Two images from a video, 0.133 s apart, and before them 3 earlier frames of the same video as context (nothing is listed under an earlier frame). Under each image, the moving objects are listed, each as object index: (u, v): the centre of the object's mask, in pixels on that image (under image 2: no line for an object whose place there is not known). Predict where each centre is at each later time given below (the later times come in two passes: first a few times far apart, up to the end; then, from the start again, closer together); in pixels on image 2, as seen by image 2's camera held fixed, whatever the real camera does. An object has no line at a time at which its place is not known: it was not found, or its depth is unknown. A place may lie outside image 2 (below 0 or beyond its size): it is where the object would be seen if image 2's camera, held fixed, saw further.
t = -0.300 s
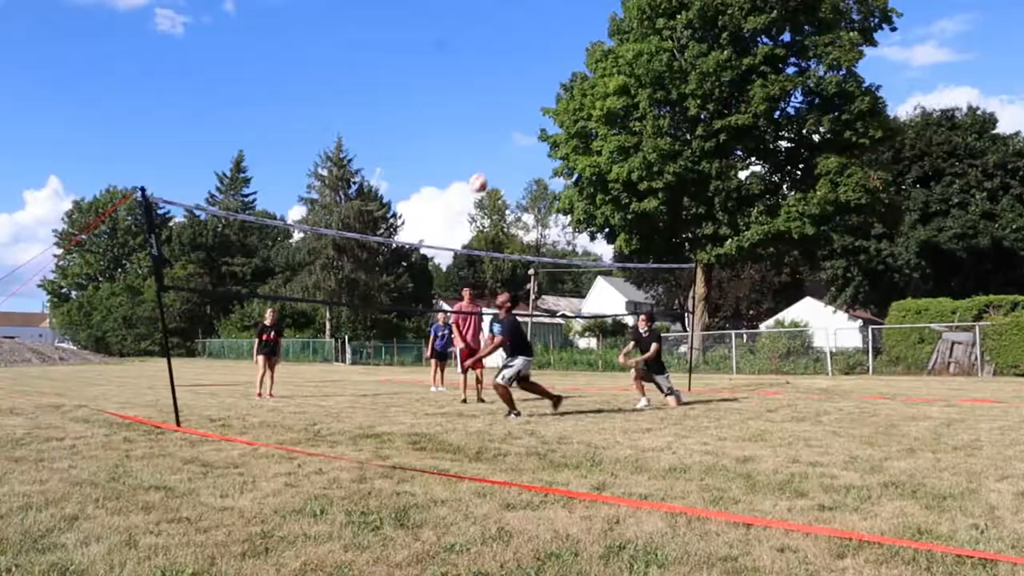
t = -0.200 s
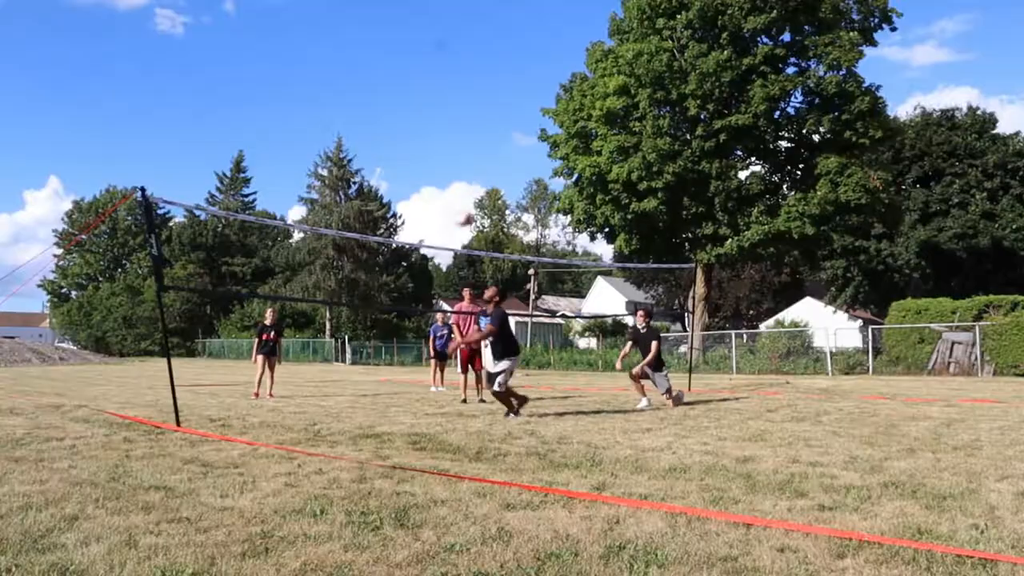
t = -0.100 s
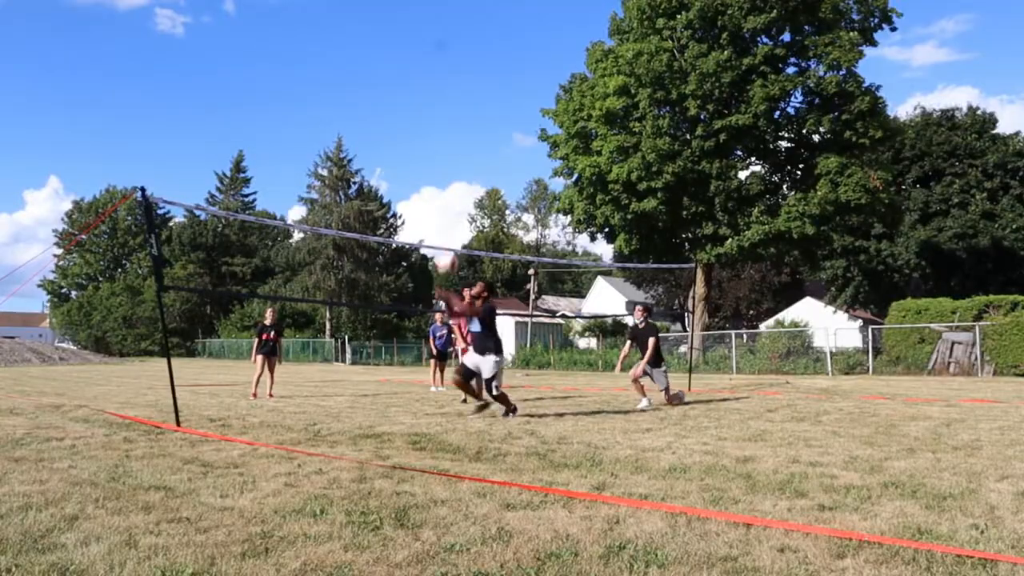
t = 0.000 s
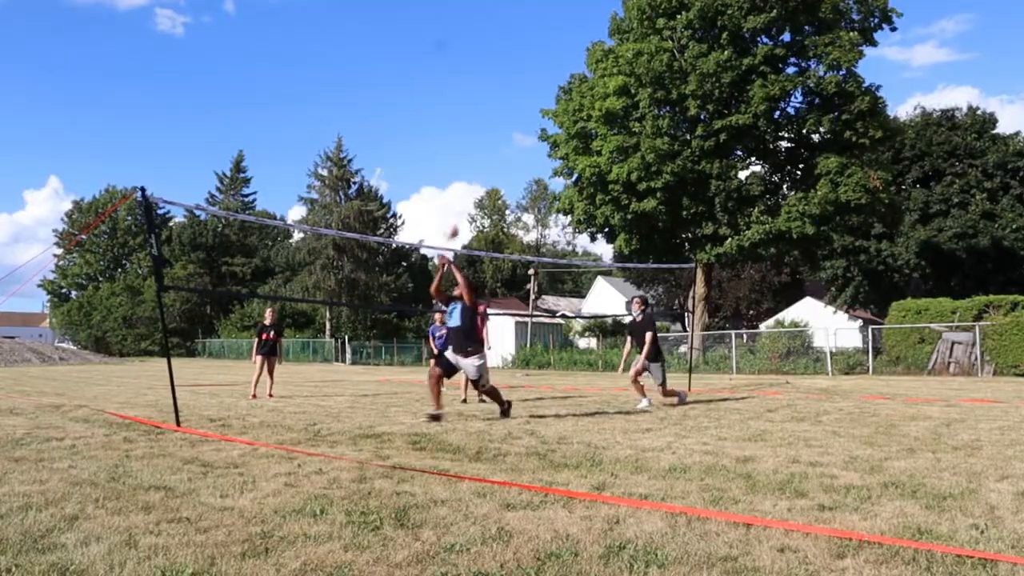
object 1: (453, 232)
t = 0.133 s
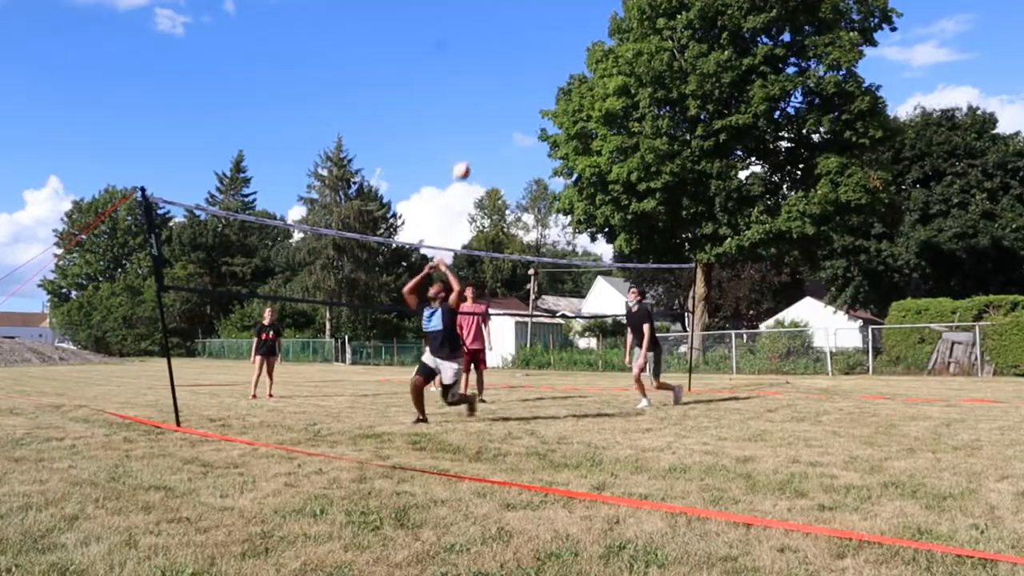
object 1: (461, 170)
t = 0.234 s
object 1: (469, 141)
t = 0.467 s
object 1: (487, 109)
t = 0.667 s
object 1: (500, 115)
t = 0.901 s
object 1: (514, 151)
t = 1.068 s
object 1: (524, 191)
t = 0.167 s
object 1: (464, 159)
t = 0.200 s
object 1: (467, 149)
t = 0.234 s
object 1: (469, 141)
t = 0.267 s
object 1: (472, 133)
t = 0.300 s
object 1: (474, 127)
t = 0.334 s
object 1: (477, 122)
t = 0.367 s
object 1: (479, 117)
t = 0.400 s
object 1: (482, 113)
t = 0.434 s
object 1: (484, 111)
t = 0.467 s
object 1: (487, 109)
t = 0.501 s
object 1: (489, 108)
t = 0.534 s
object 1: (491, 109)
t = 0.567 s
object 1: (493, 109)
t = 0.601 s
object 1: (496, 110)
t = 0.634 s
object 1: (498, 112)
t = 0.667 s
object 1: (500, 115)
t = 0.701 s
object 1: (502, 118)
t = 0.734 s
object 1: (504, 122)
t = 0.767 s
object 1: (506, 127)
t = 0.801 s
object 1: (509, 132)
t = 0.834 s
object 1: (511, 137)
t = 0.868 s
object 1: (512, 144)
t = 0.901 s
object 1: (514, 151)
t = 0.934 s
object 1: (517, 158)
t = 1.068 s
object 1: (524, 191)
